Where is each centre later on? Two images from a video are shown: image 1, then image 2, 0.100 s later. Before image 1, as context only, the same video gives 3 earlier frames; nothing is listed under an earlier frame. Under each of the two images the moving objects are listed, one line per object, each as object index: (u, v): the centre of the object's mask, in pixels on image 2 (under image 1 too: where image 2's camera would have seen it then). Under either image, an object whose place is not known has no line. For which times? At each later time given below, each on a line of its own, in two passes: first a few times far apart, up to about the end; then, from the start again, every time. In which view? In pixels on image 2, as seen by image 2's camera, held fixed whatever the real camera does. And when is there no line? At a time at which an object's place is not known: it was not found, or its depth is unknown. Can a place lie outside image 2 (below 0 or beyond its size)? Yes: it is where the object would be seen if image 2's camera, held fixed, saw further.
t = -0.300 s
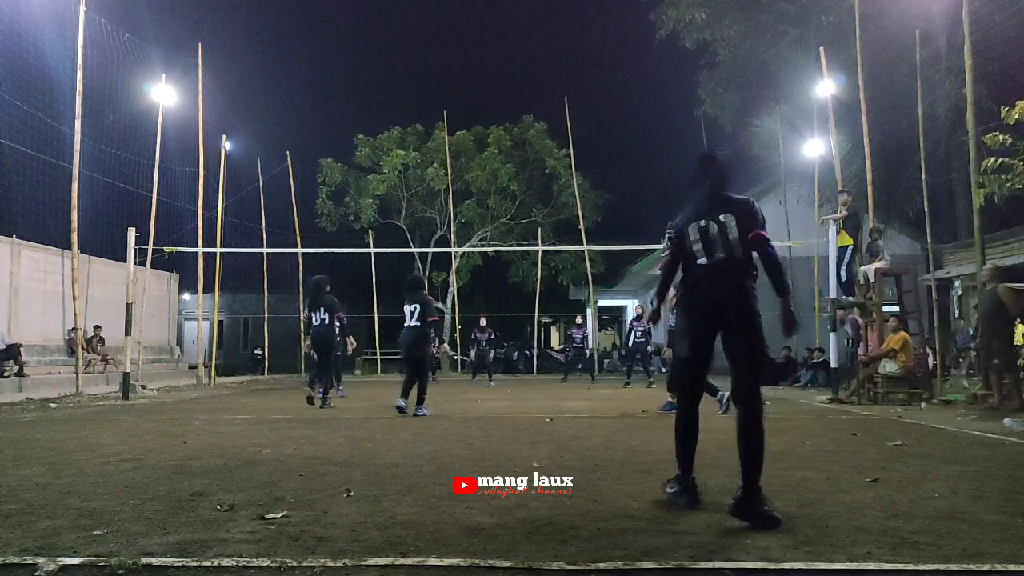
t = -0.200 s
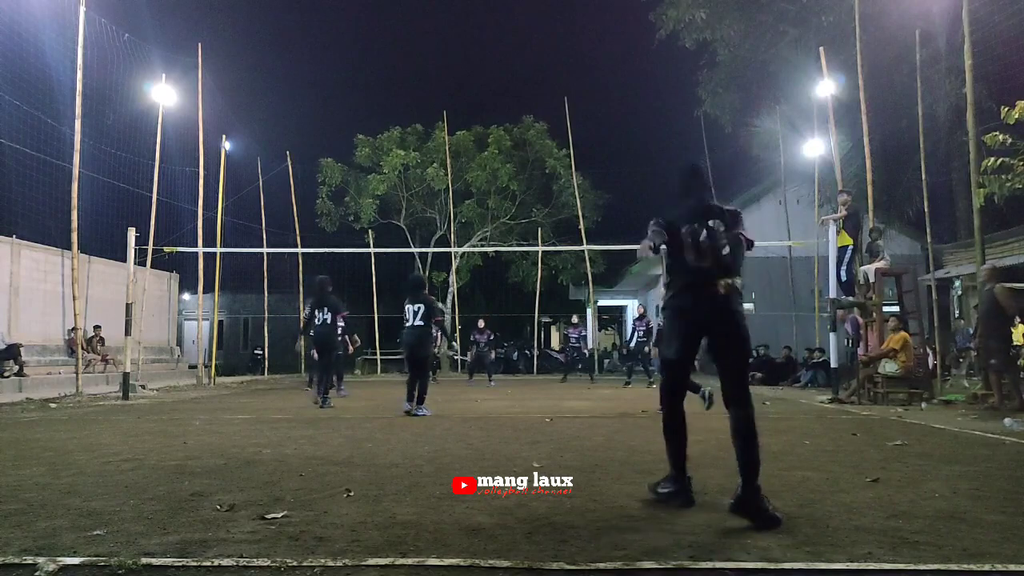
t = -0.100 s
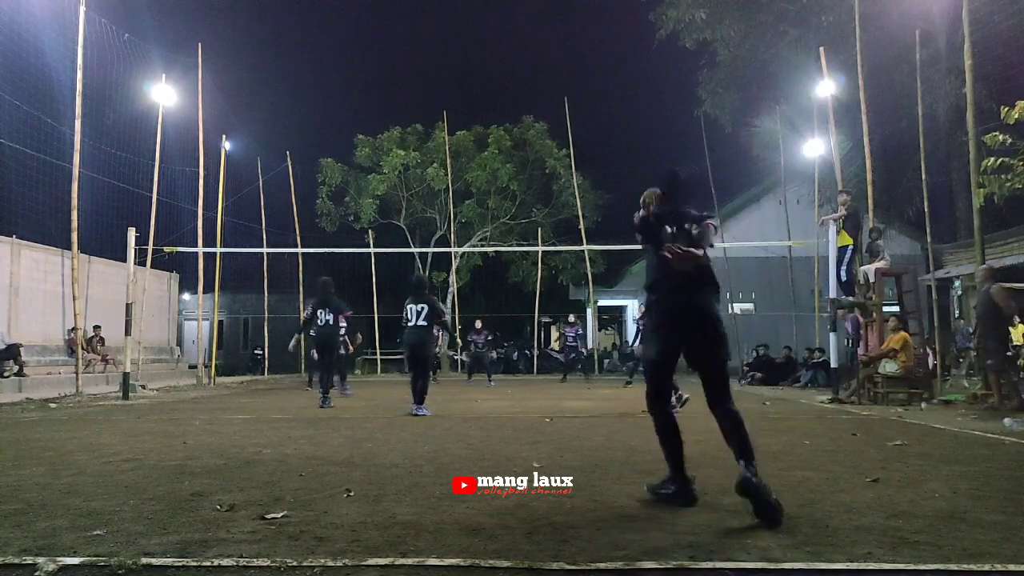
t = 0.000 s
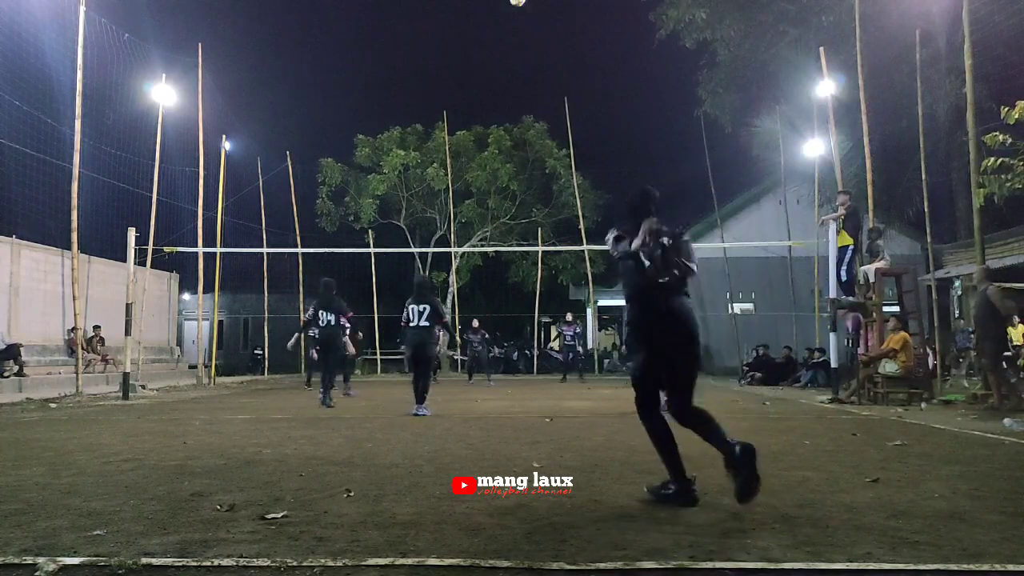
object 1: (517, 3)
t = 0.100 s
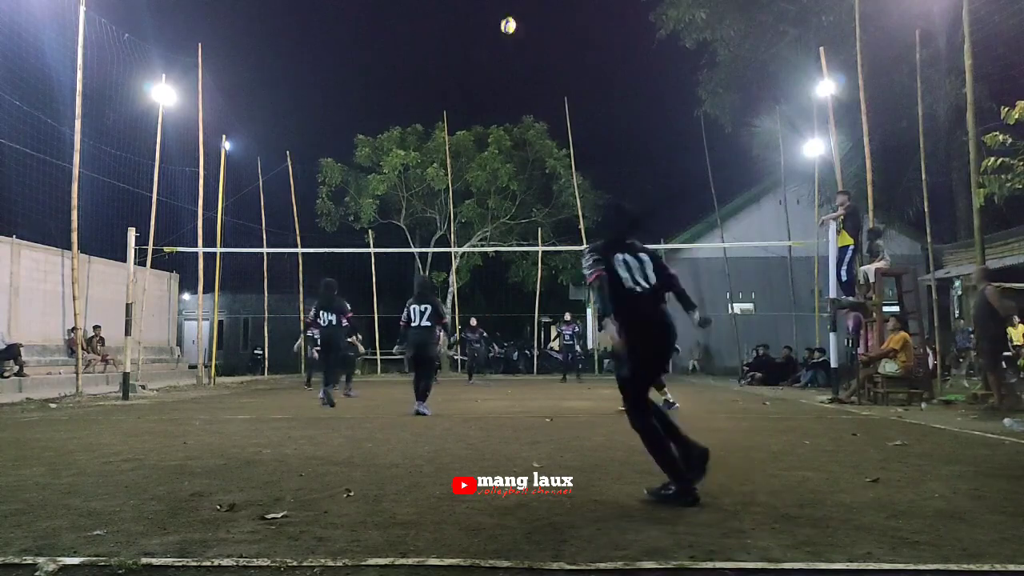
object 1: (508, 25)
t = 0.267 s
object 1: (495, 76)
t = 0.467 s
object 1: (484, 146)
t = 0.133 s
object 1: (505, 35)
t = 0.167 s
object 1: (502, 45)
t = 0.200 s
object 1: (500, 55)
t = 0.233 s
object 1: (497, 66)
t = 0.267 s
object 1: (495, 76)
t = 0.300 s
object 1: (493, 87)
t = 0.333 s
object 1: (491, 99)
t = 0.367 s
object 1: (489, 110)
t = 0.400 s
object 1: (487, 121)
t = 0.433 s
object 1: (485, 134)
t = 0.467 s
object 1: (484, 146)
